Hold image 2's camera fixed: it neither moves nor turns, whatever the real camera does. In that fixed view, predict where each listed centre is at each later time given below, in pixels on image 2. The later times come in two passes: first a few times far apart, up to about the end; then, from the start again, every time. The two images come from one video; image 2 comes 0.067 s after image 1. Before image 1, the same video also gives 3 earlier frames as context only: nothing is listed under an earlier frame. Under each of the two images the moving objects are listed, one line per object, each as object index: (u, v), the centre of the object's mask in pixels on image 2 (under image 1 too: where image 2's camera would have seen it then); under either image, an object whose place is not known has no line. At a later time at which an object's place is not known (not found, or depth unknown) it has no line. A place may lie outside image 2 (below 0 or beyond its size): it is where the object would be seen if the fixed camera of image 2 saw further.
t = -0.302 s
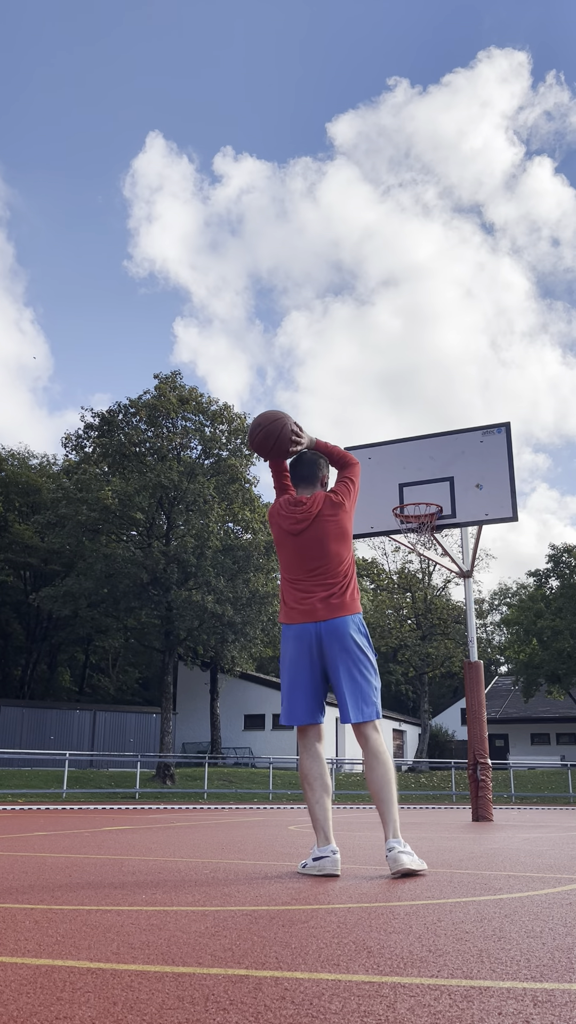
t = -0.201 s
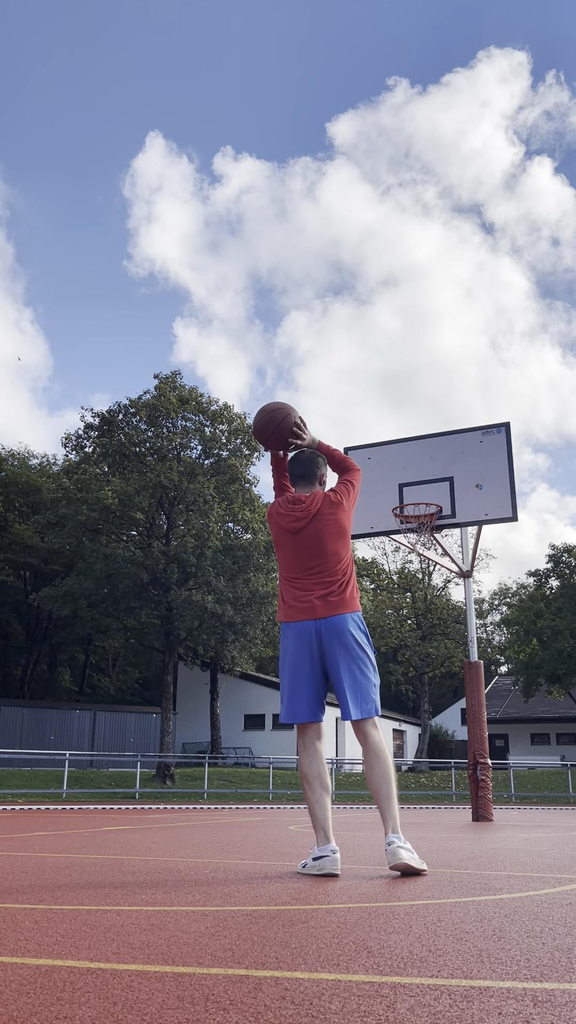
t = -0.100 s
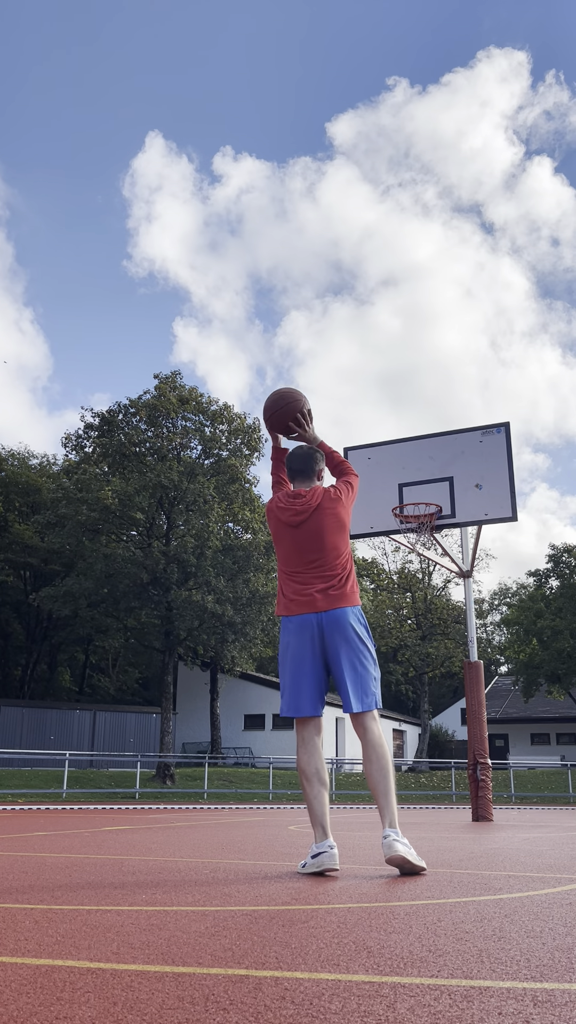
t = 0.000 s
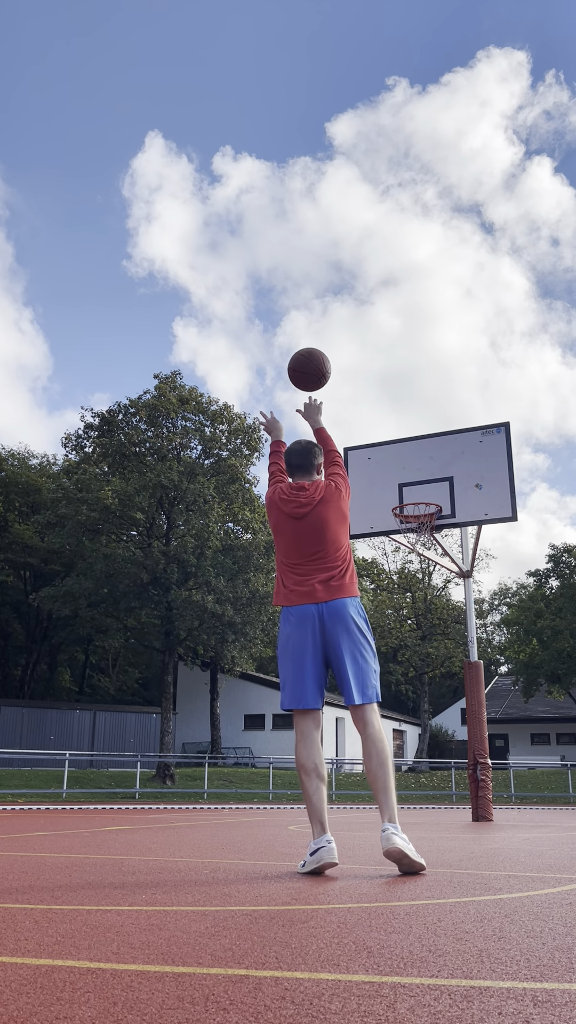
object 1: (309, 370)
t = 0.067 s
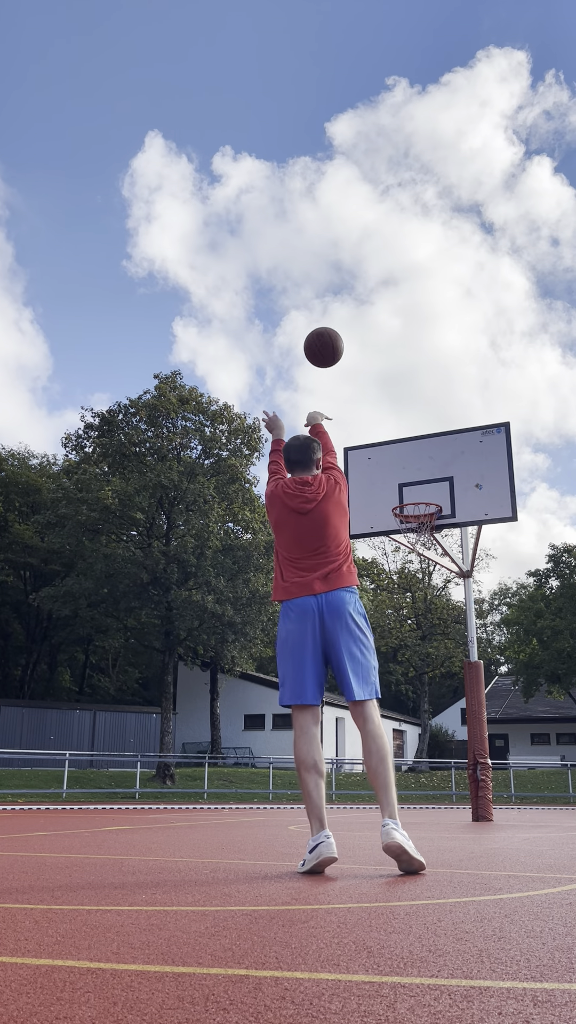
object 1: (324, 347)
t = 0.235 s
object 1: (352, 329)
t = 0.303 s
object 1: (361, 332)
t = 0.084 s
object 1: (327, 343)
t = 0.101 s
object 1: (330, 340)
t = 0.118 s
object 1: (333, 337)
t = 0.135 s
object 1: (336, 334)
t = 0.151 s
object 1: (339, 332)
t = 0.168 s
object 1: (342, 331)
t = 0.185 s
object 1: (344, 330)
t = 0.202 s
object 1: (347, 329)
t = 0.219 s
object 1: (350, 329)
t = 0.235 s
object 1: (352, 329)
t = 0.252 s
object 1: (355, 329)
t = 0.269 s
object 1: (357, 330)
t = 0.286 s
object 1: (359, 331)
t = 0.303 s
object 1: (361, 332)
